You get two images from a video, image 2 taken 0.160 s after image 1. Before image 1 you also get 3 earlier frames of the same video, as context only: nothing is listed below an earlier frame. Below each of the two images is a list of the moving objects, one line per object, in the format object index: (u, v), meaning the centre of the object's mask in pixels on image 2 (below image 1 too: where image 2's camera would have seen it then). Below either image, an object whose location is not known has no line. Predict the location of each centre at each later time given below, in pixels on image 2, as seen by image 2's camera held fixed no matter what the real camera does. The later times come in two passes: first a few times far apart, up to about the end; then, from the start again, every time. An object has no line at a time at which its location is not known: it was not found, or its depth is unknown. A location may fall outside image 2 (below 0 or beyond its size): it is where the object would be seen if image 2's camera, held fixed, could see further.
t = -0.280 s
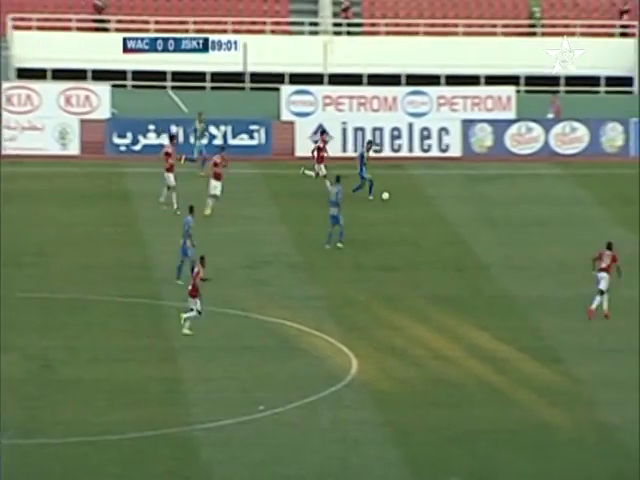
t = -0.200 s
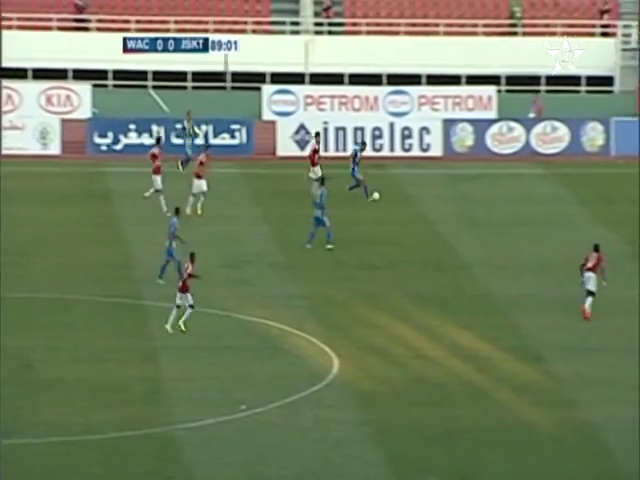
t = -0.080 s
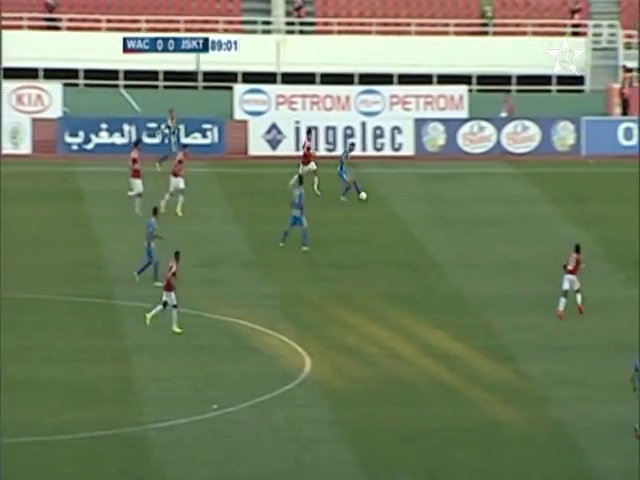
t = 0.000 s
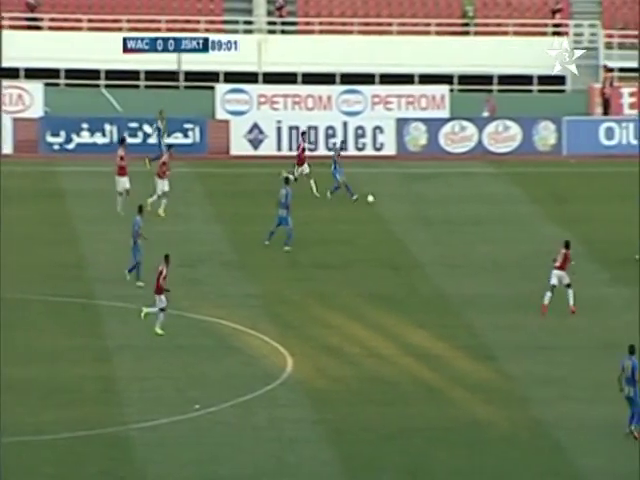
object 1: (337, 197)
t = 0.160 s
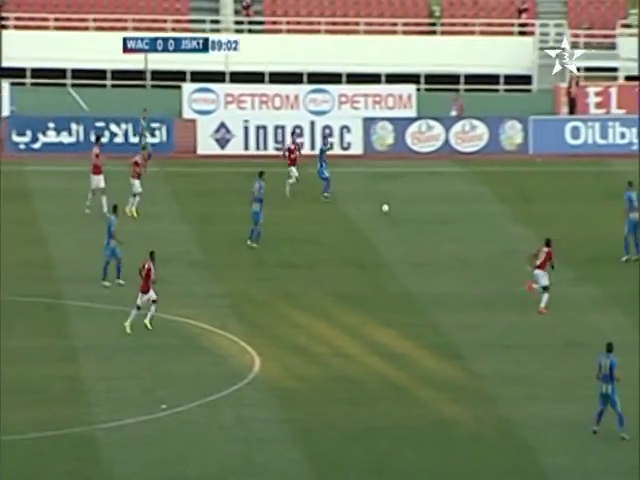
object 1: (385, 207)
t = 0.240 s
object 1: (407, 212)
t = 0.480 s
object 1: (466, 223)
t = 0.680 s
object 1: (509, 230)
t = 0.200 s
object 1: (396, 209)
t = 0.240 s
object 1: (407, 212)
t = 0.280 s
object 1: (418, 214)
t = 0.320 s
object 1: (428, 216)
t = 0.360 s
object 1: (438, 218)
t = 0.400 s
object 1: (447, 219)
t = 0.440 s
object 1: (457, 221)
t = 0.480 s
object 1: (466, 223)
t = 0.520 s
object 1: (475, 224)
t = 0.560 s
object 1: (484, 225)
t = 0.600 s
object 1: (492, 227)
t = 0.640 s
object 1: (501, 229)
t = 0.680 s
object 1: (509, 230)
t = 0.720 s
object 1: (517, 232)
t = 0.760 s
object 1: (525, 233)
